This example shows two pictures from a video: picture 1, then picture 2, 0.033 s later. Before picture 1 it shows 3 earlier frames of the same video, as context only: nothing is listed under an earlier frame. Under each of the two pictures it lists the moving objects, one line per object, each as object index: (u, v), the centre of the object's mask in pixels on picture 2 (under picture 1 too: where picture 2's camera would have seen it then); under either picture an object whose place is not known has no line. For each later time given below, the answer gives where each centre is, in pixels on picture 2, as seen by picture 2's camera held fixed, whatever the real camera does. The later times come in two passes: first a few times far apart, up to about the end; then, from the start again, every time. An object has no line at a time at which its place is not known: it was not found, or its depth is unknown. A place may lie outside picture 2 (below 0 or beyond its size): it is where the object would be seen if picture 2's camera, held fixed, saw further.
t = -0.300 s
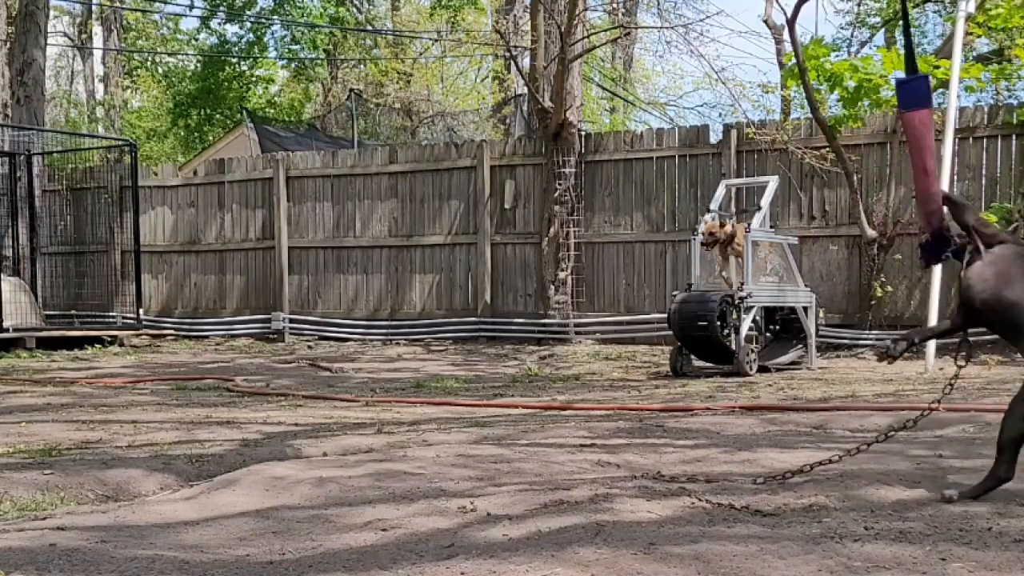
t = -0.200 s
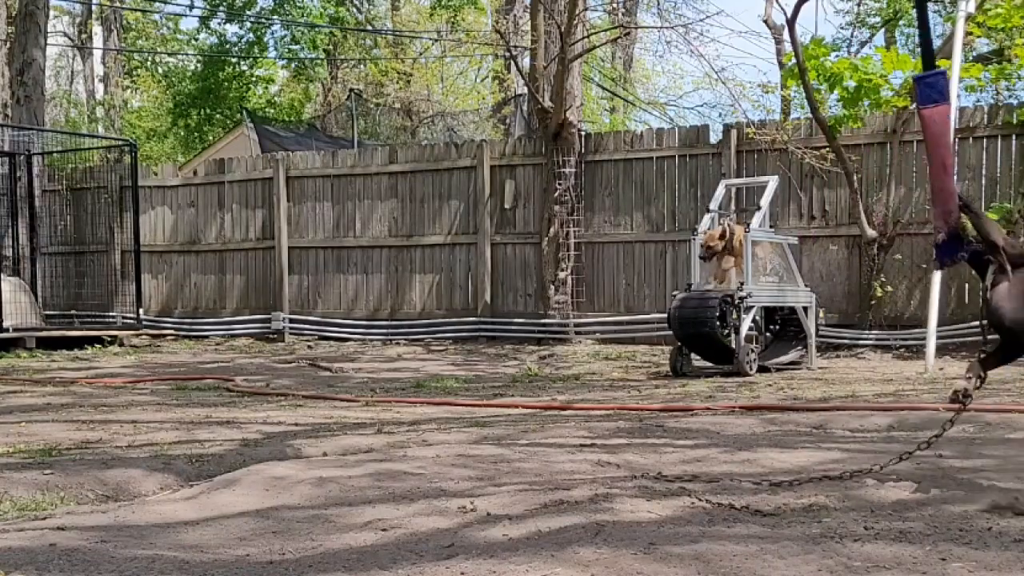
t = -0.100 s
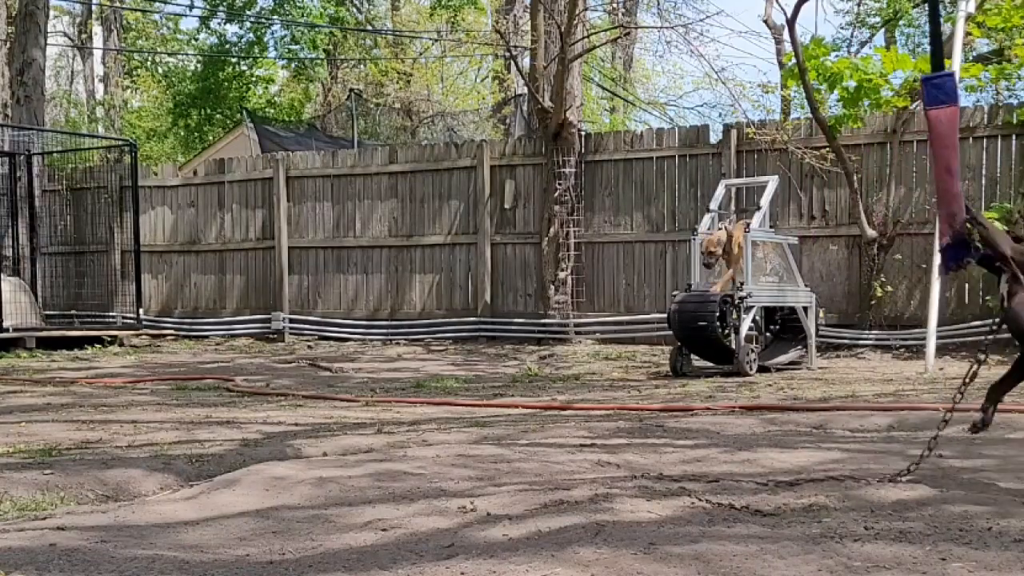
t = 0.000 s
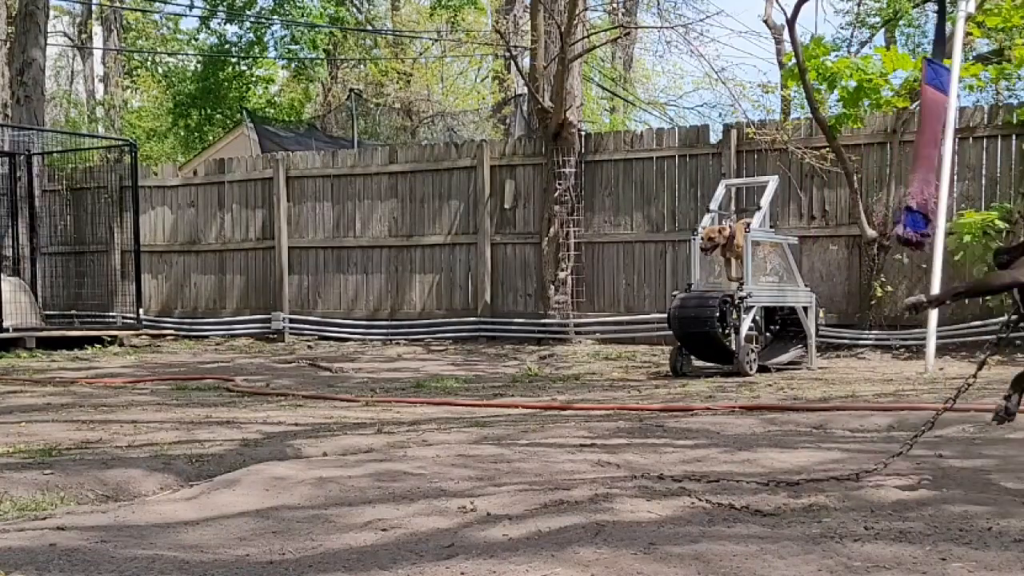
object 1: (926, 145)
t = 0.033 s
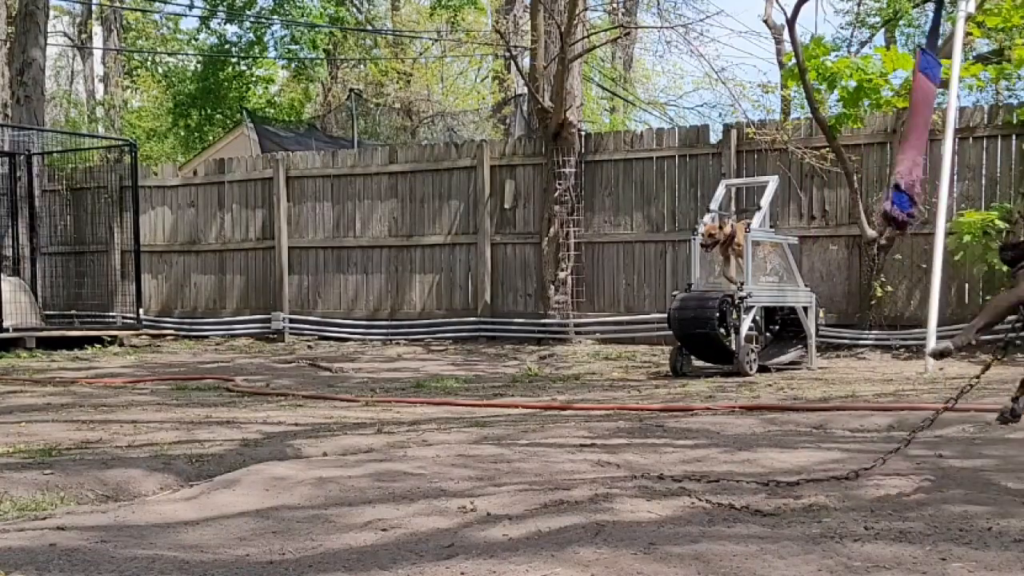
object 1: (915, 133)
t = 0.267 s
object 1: (855, 66)
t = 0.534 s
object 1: (821, 160)
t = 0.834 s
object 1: (755, 103)
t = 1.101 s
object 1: (656, 143)
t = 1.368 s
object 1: (560, 124)
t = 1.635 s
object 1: (548, 106)
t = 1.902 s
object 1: (585, 152)
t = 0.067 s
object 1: (905, 119)
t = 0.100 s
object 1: (894, 106)
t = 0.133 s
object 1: (885, 91)
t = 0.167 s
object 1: (876, 81)
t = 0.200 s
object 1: (869, 71)
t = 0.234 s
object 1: (861, 66)
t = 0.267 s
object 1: (855, 66)
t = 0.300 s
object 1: (851, 67)
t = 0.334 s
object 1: (846, 73)
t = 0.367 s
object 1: (842, 83)
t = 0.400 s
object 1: (838, 95)
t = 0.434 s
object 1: (833, 115)
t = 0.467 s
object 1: (829, 134)
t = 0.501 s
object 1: (825, 152)
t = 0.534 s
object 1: (821, 160)
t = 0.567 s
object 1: (816, 157)
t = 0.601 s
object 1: (811, 152)
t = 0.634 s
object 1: (806, 146)
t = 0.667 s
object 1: (800, 142)
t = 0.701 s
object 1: (793, 133)
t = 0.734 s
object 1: (785, 125)
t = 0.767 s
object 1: (776, 116)
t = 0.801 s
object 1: (766, 109)
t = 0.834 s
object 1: (755, 103)
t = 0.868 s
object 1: (744, 100)
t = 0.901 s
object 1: (733, 100)
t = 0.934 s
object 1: (721, 101)
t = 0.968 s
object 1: (708, 102)
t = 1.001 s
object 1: (696, 109)
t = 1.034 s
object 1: (682, 117)
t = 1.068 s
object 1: (669, 129)
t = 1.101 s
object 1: (656, 143)
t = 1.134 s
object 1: (643, 156)
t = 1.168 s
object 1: (629, 159)
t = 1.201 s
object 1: (616, 162)
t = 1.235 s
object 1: (603, 160)
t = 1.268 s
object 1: (588, 161)
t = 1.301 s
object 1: (573, 163)
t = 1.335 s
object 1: (567, 140)
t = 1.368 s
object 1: (560, 124)
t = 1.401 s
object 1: (557, 108)
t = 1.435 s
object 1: (553, 97)
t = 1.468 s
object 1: (550, 90)
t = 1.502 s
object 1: (549, 87)
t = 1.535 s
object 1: (547, 88)
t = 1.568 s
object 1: (546, 91)
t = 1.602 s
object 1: (547, 97)
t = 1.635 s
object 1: (548, 106)
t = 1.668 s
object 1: (549, 118)
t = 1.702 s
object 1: (551, 130)
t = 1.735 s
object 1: (553, 141)
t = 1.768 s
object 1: (557, 150)
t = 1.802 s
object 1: (562, 152)
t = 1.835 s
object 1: (569, 156)
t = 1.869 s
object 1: (577, 157)
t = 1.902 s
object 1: (585, 152)
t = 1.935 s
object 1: (591, 149)
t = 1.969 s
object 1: (598, 143)
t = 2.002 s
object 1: (604, 139)
